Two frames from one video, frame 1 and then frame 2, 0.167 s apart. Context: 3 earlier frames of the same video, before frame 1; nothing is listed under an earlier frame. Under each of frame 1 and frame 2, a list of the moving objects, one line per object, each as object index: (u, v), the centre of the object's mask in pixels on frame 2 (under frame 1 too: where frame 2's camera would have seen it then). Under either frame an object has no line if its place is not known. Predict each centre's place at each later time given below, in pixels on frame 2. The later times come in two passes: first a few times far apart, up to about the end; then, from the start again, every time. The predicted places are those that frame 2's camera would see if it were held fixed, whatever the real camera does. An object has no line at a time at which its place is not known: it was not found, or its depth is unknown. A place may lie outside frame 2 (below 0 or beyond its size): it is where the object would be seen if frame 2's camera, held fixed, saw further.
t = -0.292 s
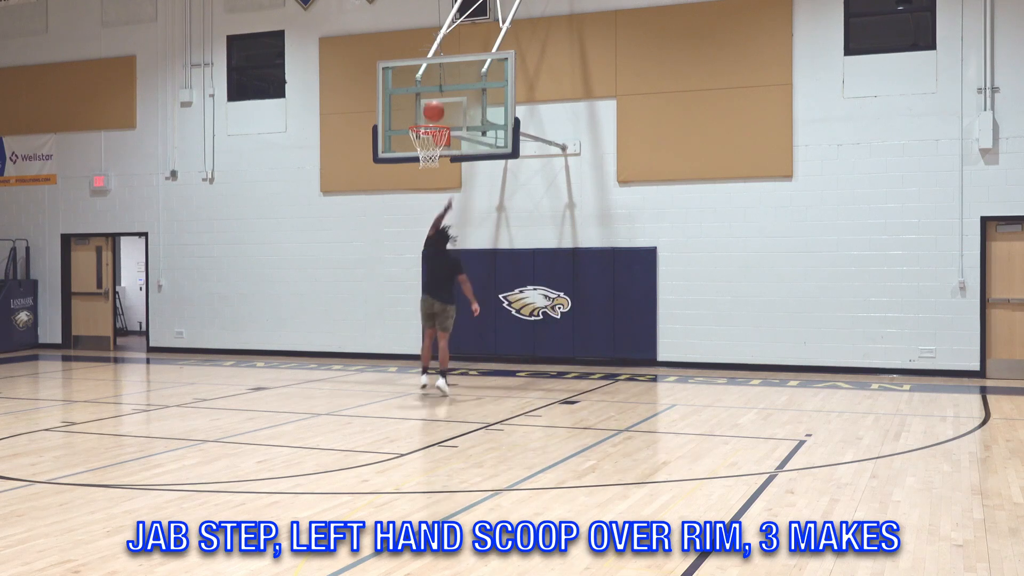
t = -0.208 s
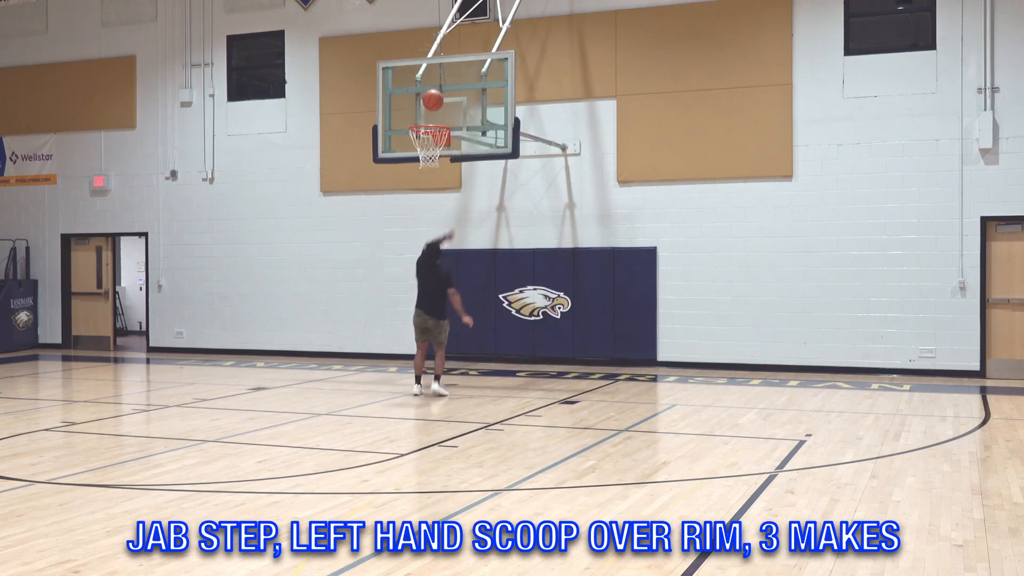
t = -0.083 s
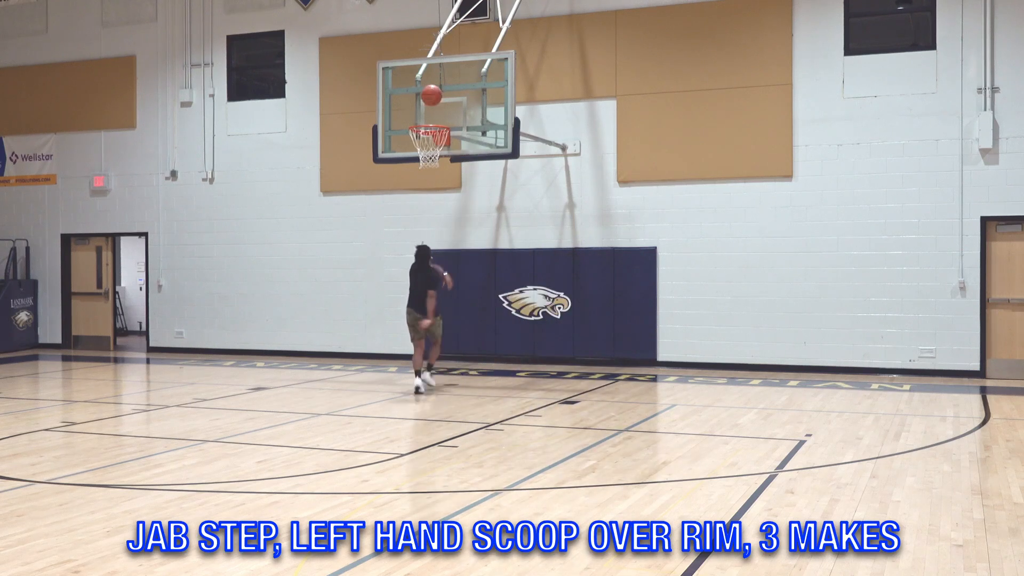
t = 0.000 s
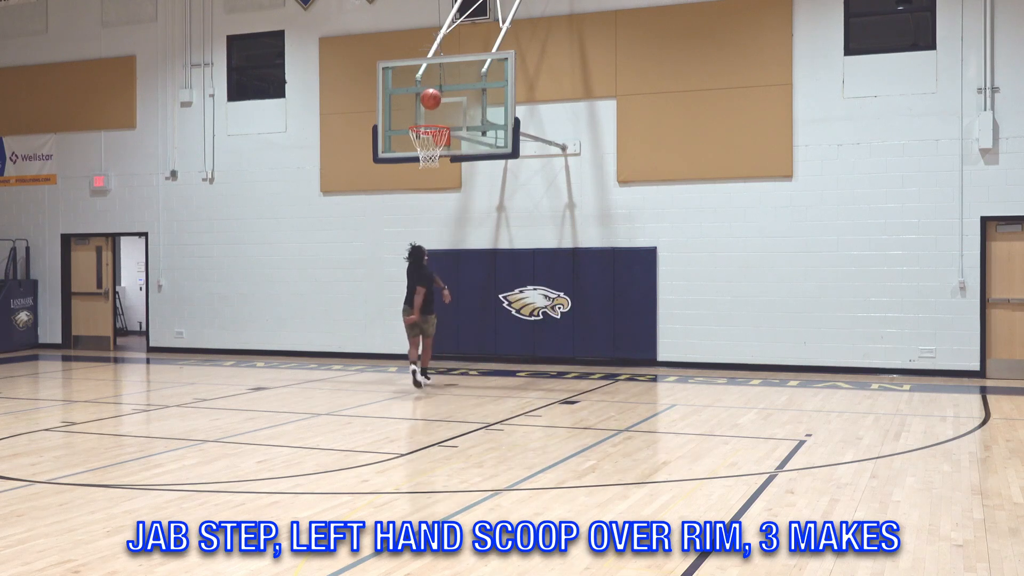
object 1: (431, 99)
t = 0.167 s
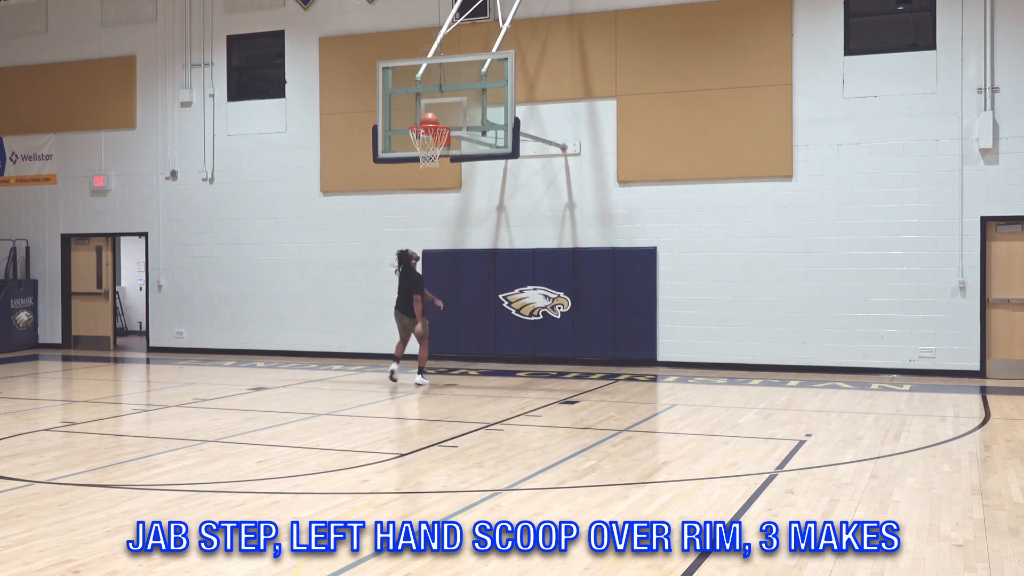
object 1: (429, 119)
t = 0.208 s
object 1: (431, 133)
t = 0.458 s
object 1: (435, 167)
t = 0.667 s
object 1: (436, 224)
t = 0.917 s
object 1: (438, 345)
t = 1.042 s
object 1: (436, 362)
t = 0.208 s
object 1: (431, 133)
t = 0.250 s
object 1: (432, 136)
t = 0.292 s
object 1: (431, 141)
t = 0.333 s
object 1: (433, 149)
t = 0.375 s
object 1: (434, 155)
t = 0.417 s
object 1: (435, 162)
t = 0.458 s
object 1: (435, 167)
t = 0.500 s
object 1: (435, 176)
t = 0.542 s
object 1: (435, 186)
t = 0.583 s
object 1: (435, 197)
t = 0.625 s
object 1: (436, 210)
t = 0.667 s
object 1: (436, 224)
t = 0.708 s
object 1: (436, 241)
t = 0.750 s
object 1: (437, 259)
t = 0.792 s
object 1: (437, 278)
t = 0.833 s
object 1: (437, 299)
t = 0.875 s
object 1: (437, 321)
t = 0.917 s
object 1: (438, 345)
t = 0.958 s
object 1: (438, 370)
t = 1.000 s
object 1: (438, 381)
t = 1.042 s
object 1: (436, 362)
